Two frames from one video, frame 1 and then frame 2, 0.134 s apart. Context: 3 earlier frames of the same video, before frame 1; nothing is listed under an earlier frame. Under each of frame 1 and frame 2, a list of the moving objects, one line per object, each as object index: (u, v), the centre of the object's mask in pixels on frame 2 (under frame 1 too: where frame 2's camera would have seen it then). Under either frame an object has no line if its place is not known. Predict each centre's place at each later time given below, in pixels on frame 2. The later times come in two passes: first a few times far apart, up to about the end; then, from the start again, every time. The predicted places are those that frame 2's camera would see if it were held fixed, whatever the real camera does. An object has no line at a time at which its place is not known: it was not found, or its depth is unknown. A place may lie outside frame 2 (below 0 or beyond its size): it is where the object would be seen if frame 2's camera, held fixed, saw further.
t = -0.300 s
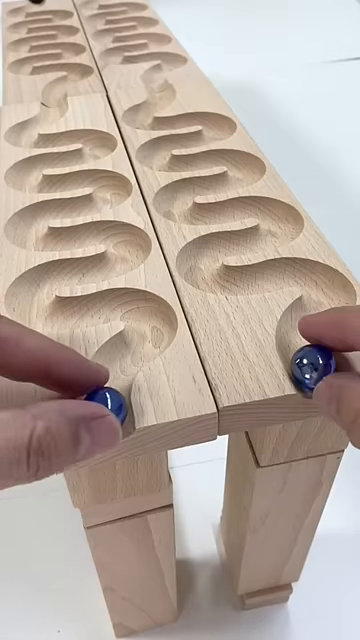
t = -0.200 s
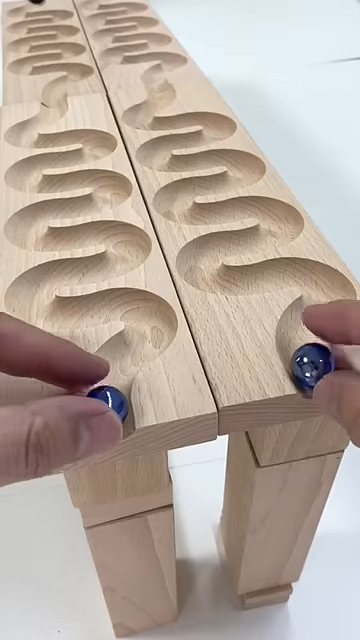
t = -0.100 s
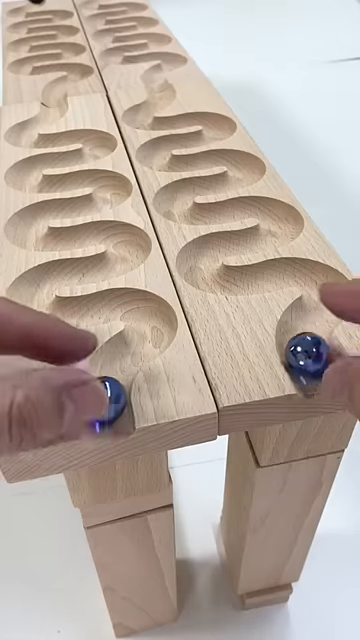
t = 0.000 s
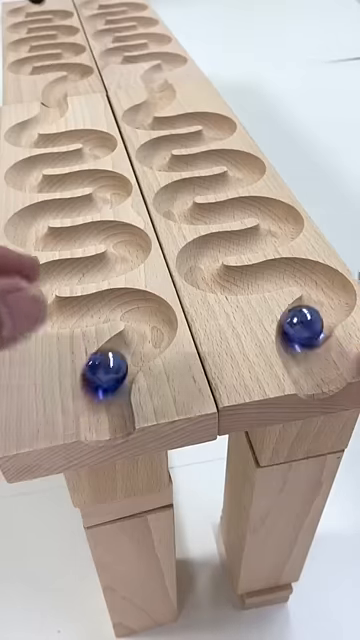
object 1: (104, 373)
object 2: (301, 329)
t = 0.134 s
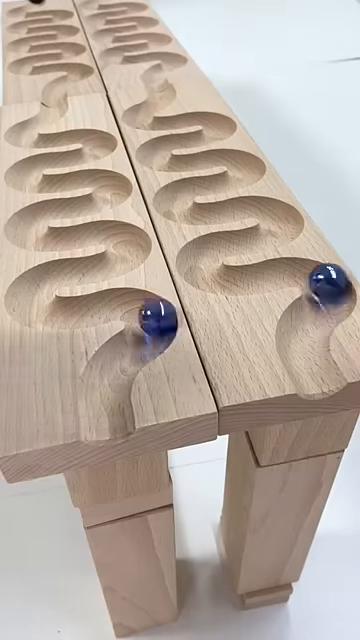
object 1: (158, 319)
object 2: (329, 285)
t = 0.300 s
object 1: (84, 312)
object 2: (253, 281)
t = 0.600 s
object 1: (71, 270)
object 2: (233, 243)
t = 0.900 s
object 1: (91, 231)
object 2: (233, 209)
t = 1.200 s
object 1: (48, 209)
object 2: (201, 185)
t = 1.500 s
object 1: (90, 176)
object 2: (210, 158)
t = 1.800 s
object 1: (42, 160)
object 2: (178, 140)
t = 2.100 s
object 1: (76, 135)
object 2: (189, 117)
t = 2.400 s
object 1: (35, 121)
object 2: (154, 102)
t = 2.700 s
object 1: (53, 90)
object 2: (161, 67)
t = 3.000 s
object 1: (39, 68)
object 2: (115, 58)
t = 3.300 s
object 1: (53, 55)
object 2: (159, 41)
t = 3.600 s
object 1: (35, 46)
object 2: (104, 37)
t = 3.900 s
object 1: (44, 35)
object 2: (144, 24)
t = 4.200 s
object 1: (39, 28)
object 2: (103, 20)
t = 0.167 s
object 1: (146, 315)
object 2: (308, 277)
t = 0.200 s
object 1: (133, 304)
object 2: (289, 269)
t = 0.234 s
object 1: (112, 299)
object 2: (273, 271)
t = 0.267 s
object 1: (98, 309)
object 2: (264, 279)
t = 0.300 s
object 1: (84, 312)
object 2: (253, 281)
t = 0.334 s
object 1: (72, 314)
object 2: (239, 280)
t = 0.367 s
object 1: (56, 312)
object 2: (224, 280)
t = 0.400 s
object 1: (39, 312)
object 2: (209, 278)
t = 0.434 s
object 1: (28, 308)
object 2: (204, 275)
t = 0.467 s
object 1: (28, 301)
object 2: (199, 268)
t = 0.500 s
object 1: (30, 292)
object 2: (196, 260)
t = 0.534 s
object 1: (37, 280)
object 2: (202, 252)
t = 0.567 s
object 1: (54, 274)
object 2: (217, 246)
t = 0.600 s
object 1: (71, 270)
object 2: (233, 243)
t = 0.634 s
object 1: (87, 270)
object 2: (249, 241)
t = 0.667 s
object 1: (101, 268)
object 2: (263, 239)
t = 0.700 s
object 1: (113, 264)
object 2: (273, 234)
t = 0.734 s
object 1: (125, 257)
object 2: (281, 229)
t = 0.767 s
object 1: (133, 249)
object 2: (285, 221)
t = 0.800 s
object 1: (133, 243)
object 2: (277, 215)
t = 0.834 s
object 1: (124, 238)
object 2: (264, 208)
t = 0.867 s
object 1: (109, 231)
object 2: (247, 204)
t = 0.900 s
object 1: (91, 231)
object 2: (233, 209)
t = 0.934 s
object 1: (78, 236)
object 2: (221, 213)
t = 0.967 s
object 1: (65, 238)
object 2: (208, 214)
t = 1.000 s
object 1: (52, 239)
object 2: (194, 213)
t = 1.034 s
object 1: (41, 238)
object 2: (179, 210)
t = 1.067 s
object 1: (25, 234)
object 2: (171, 206)
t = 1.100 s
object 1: (23, 231)
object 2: (171, 202)
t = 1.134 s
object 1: (27, 224)
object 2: (175, 195)
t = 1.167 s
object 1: (34, 214)
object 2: (186, 187)
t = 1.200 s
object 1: (48, 209)
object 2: (201, 185)
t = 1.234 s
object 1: (63, 207)
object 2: (214, 184)
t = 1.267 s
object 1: (77, 206)
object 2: (226, 182)
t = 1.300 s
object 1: (89, 204)
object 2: (237, 179)
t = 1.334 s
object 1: (101, 200)
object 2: (246, 174)
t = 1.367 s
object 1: (112, 195)
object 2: (250, 169)
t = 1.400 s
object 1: (117, 190)
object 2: (247, 167)
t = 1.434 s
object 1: (113, 187)
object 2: (238, 160)
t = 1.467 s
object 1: (104, 179)
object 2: (226, 156)
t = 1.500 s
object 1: (90, 176)
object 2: (210, 158)
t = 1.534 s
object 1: (76, 179)
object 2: (199, 161)
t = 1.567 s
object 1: (62, 182)
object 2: (187, 162)
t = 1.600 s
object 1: (52, 183)
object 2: (175, 163)
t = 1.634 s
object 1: (37, 183)
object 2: (161, 161)
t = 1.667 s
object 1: (25, 181)
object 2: (152, 157)
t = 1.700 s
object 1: (21, 178)
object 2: (153, 155)
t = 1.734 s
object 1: (22, 175)
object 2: (155, 149)
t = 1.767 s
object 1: (29, 167)
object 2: (165, 141)
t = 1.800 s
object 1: (42, 160)
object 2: (178, 140)
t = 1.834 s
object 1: (55, 158)
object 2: (190, 139)
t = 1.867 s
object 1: (69, 158)
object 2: (200, 138)
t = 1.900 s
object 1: (79, 156)
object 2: (209, 136)
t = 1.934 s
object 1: (90, 153)
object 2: (218, 132)
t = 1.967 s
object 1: (99, 149)
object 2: (223, 128)
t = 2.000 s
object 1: (103, 145)
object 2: (220, 127)
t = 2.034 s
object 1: (100, 143)
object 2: (212, 122)
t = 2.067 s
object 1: (90, 138)
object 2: (203, 118)
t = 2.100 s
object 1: (76, 135)
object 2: (189, 117)
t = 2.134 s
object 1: (62, 137)
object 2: (178, 120)
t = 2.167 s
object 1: (51, 139)
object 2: (168, 122)
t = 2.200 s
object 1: (42, 140)
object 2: (157, 123)
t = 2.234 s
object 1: (34, 140)
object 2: (147, 122)
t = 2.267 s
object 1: (23, 139)
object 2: (138, 119)
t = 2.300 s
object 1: (18, 136)
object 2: (136, 117)
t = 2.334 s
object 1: (21, 133)
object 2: (138, 113)
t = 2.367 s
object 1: (27, 126)
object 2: (145, 107)
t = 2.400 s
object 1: (35, 121)
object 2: (154, 102)
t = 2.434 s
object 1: (44, 118)
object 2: (161, 99)
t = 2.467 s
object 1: (49, 114)
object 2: (162, 96)
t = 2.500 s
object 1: (49, 112)
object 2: (162, 93)
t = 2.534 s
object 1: (52, 108)
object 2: (162, 89)
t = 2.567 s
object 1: (55, 104)
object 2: (158, 83)
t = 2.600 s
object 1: (53, 101)
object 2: (154, 79)
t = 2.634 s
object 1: (52, 97)
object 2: (152, 75)
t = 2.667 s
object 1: (54, 93)
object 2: (153, 72)
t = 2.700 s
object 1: (53, 90)
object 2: (161, 67)
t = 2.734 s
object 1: (53, 84)
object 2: (173, 63)
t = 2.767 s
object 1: (59, 81)
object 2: (177, 57)
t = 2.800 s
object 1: (71, 75)
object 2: (175, 53)
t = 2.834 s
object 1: (82, 71)
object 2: (165, 54)
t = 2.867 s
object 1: (82, 69)
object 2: (151, 55)
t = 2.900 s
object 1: (74, 69)
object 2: (141, 56)
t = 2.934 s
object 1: (62, 65)
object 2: (131, 58)
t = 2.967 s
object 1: (50, 66)
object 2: (122, 58)
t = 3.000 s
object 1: (39, 68)
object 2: (115, 58)
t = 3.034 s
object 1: (30, 69)
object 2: (110, 56)
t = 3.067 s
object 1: (25, 69)
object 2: (110, 54)
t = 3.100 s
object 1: (21, 68)
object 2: (111, 53)
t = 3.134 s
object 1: (18, 66)
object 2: (119, 48)
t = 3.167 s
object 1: (19, 65)
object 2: (127, 46)
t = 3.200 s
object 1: (24, 62)
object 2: (137, 45)
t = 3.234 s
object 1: (33, 57)
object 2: (146, 44)
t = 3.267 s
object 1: (44, 56)
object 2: (152, 43)
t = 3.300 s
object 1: (53, 55)
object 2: (159, 41)
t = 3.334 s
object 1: (63, 54)
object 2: (162, 39)
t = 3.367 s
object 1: (71, 51)
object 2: (160, 38)
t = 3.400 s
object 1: (73, 51)
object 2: (152, 37)
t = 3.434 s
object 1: (74, 49)
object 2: (142, 33)
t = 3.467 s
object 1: (73, 46)
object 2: (133, 35)
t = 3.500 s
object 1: (66, 46)
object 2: (127, 37)
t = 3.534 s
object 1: (54, 43)
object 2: (119, 37)
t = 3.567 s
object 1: (45, 44)
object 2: (112, 37)
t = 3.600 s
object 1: (35, 46)
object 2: (104, 37)
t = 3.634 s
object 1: (27, 47)
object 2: (101, 36)
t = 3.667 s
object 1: (22, 46)
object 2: (101, 35)
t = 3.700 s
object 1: (21, 47)
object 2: (103, 34)
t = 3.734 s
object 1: (17, 46)
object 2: (109, 31)
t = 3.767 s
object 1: (16, 44)
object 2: (118, 28)
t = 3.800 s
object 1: (20, 43)
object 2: (127, 27)
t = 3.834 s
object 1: (27, 40)
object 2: (133, 26)
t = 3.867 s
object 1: (35, 36)
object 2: (138, 25)
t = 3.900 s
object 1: (44, 35)
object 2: (144, 24)
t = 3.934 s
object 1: (52, 35)
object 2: (149, 22)
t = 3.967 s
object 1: (59, 34)
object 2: (149, 21)
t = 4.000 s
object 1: (64, 32)
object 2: (146, 21)
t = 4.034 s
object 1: (68, 31)
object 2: (141, 19)
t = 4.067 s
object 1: (70, 29)
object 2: (132, 18)
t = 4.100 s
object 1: (67, 28)
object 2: (125, 18)
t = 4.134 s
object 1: (59, 28)
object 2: (117, 19)
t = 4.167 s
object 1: (48, 26)
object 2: (110, 20)
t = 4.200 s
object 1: (39, 28)
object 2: (103, 20)
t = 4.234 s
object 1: (30, 29)
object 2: (96, 19)
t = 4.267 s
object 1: (22, 29)
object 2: (94, 19)
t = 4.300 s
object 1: (20, 29)
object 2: (95, 18)
